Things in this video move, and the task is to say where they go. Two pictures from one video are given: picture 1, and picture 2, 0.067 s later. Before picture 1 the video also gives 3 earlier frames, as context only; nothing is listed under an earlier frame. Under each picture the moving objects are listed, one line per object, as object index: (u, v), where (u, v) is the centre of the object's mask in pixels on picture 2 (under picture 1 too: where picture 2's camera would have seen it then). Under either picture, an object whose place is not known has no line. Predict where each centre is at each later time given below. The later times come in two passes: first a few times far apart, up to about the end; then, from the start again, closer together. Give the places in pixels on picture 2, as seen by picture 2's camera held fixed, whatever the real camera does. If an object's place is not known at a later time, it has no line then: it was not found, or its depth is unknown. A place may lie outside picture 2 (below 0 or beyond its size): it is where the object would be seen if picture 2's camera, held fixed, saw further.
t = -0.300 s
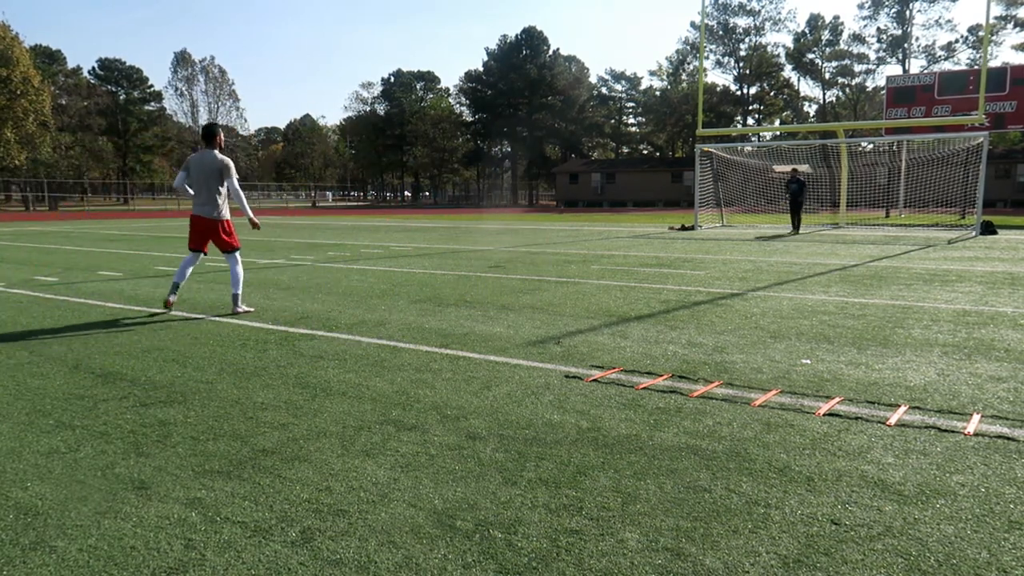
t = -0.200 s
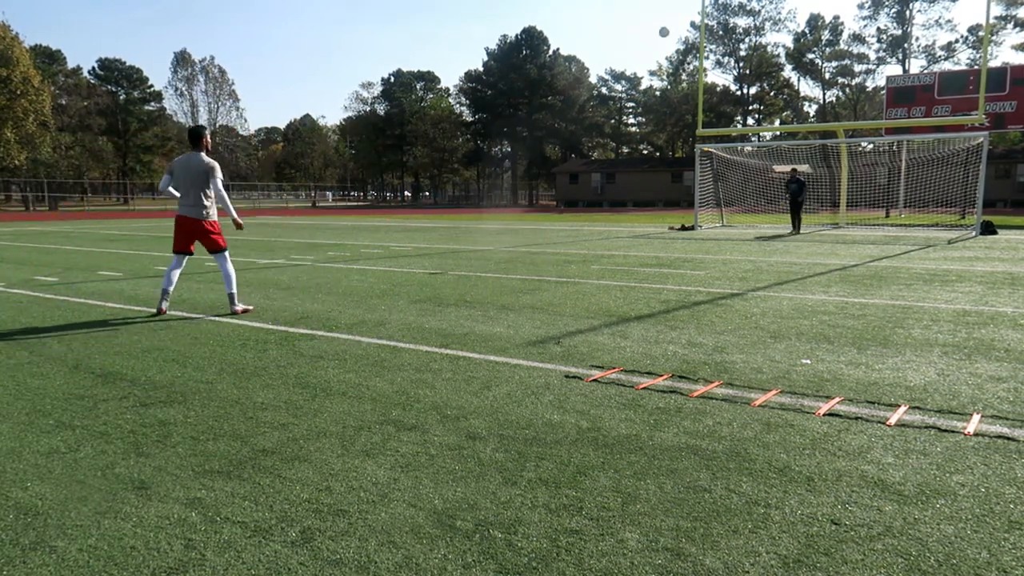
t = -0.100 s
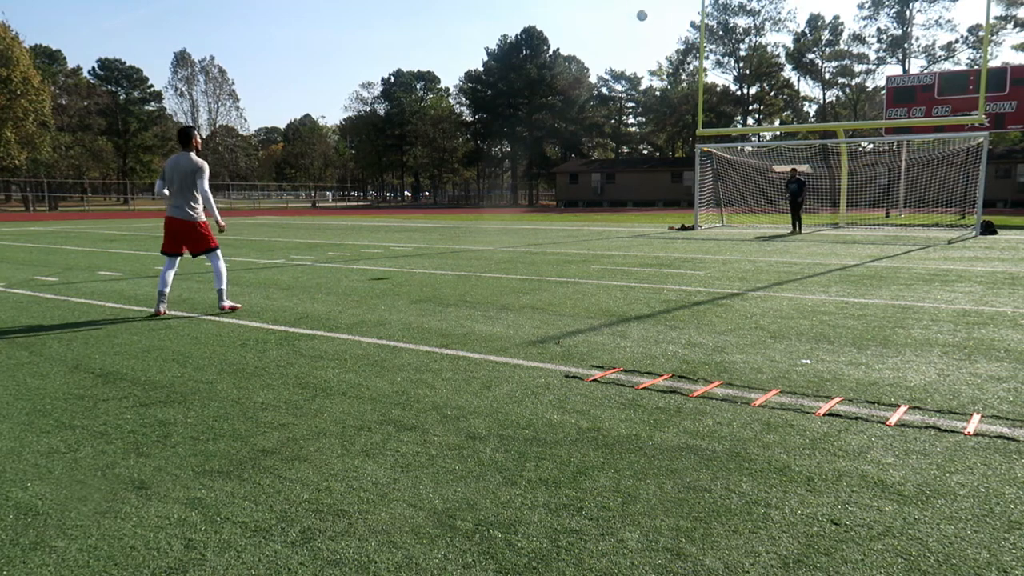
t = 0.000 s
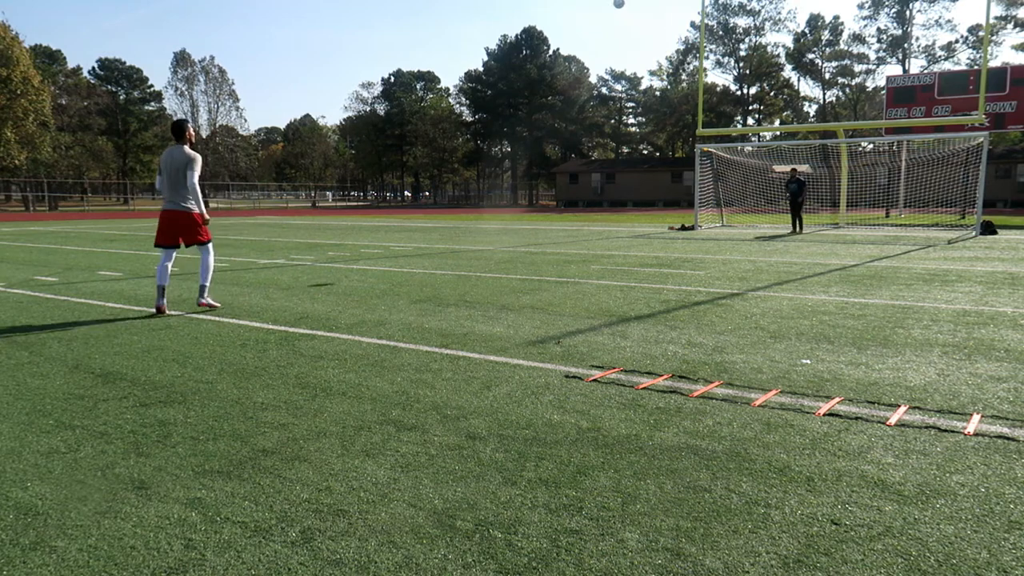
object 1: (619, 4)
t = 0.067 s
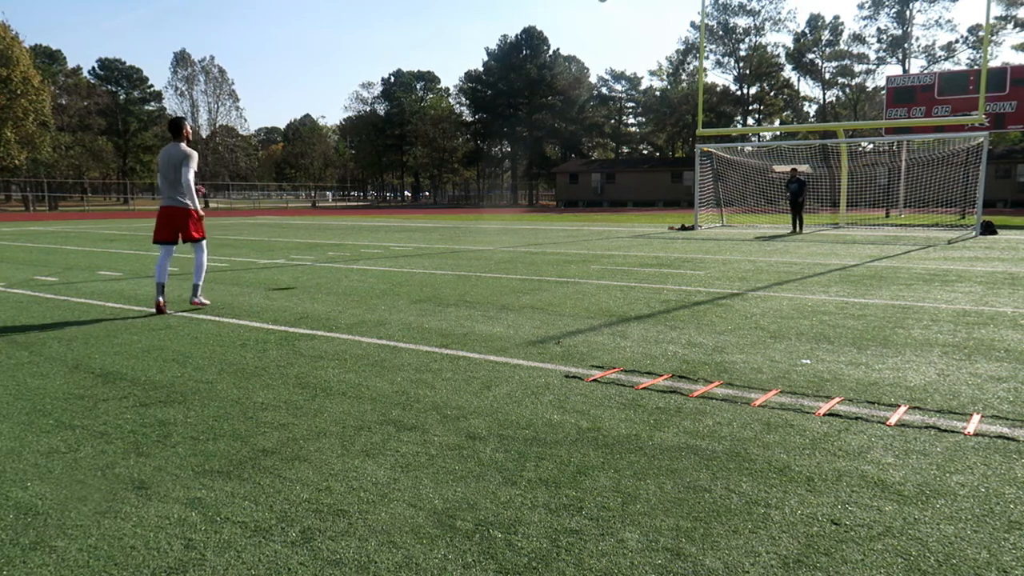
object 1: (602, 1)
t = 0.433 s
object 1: (496, 3)
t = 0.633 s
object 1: (423, 39)
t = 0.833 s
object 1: (337, 113)
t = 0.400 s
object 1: (507, 2)
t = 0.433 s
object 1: (496, 3)
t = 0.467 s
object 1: (484, 6)
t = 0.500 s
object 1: (473, 10)
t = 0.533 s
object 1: (461, 16)
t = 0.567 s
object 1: (448, 23)
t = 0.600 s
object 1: (436, 30)
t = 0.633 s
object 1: (423, 39)
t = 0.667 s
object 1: (409, 49)
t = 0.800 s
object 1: (352, 98)
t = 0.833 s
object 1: (337, 113)
